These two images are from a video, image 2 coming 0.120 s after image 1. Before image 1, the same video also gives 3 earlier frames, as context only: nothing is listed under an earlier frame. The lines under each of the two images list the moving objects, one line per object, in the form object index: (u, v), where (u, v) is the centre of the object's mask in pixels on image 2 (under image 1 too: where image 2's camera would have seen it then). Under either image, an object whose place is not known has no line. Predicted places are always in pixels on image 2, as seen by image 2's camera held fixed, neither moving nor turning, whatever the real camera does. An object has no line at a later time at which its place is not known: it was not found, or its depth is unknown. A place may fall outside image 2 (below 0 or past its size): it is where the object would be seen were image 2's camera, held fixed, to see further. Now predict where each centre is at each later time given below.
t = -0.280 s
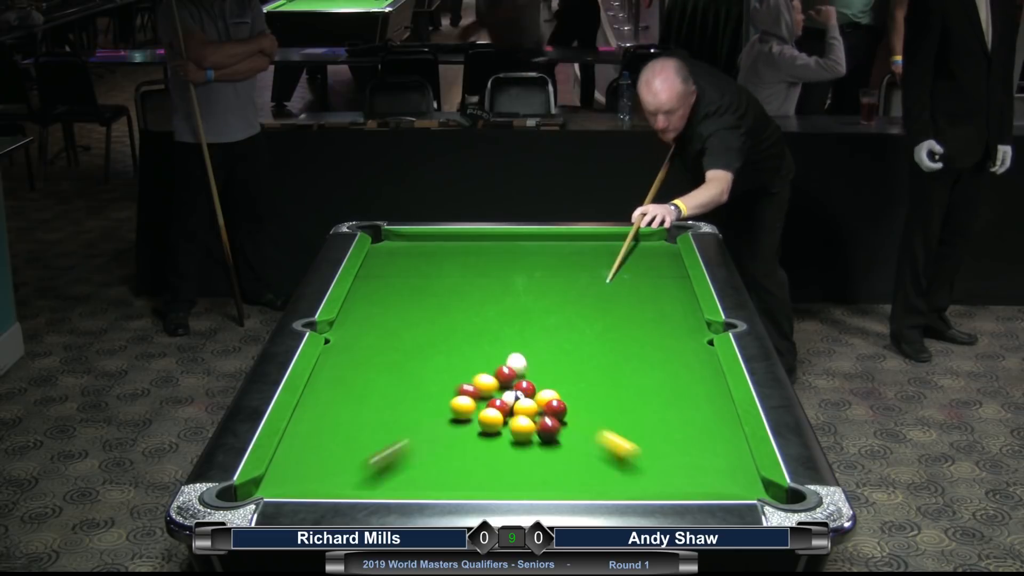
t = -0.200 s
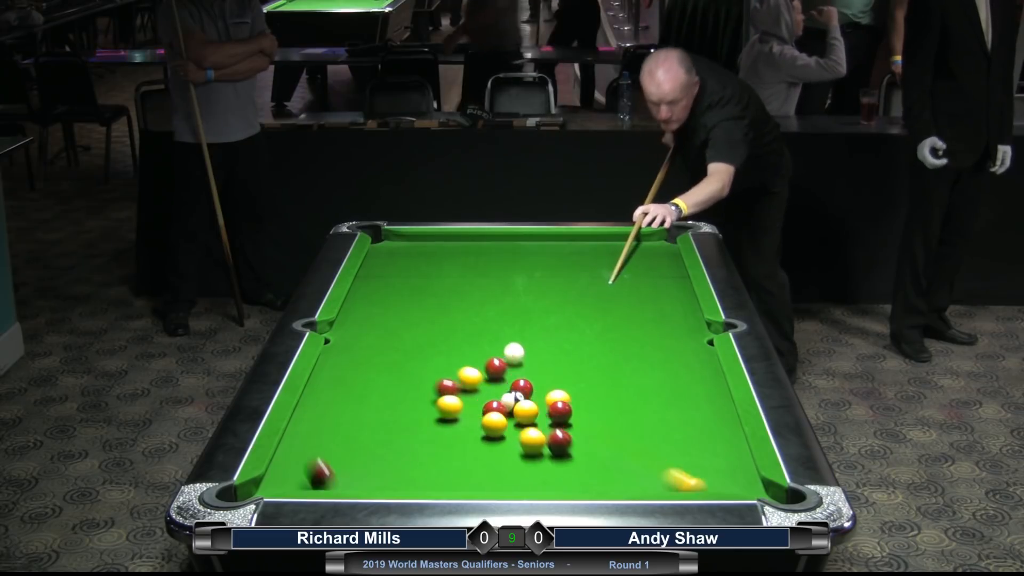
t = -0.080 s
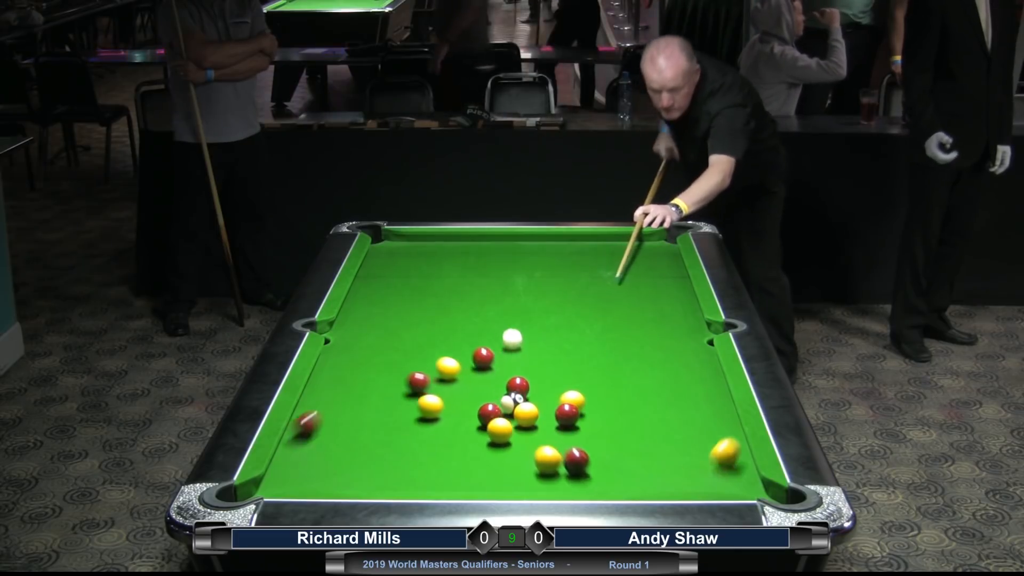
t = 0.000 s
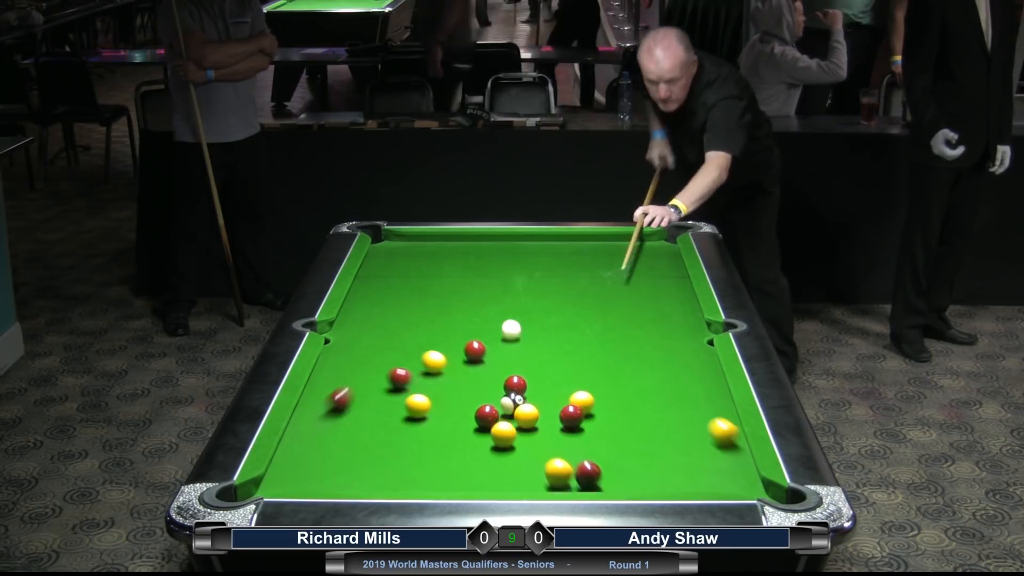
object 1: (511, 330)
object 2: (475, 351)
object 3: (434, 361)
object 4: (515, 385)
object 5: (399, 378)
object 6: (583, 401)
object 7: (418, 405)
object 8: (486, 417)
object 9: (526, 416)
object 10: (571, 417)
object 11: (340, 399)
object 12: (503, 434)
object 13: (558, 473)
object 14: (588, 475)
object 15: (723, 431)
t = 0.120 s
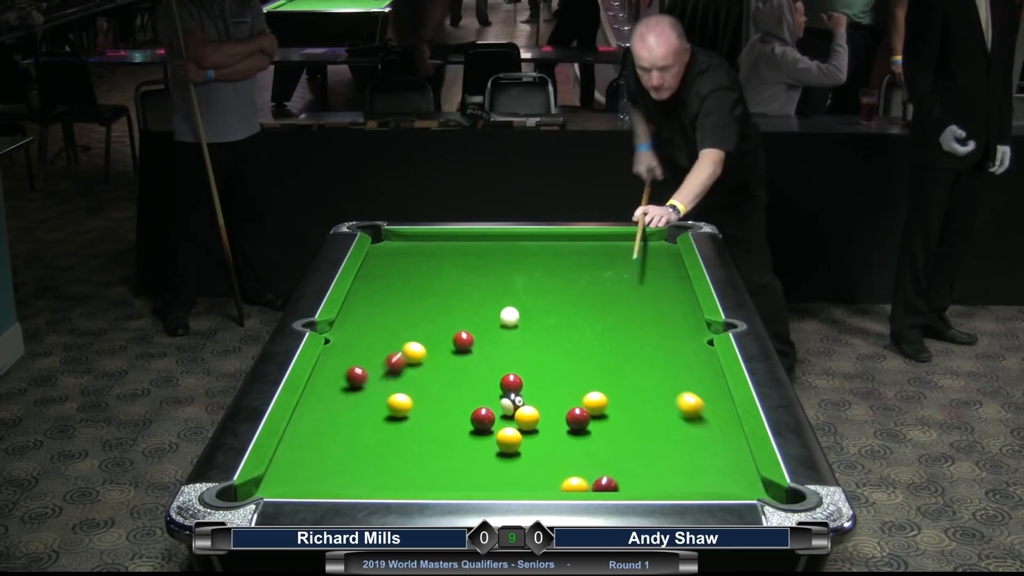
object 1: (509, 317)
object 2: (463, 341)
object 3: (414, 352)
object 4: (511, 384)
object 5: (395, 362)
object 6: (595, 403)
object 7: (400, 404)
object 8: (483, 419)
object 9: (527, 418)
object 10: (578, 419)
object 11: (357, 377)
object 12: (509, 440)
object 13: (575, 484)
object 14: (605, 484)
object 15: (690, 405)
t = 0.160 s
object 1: (509, 313)
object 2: (459, 338)
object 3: (412, 345)
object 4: (510, 383)
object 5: (401, 358)
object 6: (600, 404)
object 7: (394, 405)
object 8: (481, 420)
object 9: (527, 418)
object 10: (580, 420)
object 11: (350, 374)
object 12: (511, 442)
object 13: (579, 482)
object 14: (609, 482)
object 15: (680, 397)
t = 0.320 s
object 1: (508, 297)
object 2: (445, 326)
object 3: (407, 319)
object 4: (506, 382)
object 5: (402, 349)
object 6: (616, 404)
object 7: (370, 404)
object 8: (477, 423)
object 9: (528, 421)
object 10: (587, 422)
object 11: (337, 358)
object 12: (517, 449)
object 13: (593, 471)
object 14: (622, 470)
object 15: (643, 366)
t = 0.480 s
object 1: (506, 283)
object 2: (431, 315)
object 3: (401, 297)
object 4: (503, 380)
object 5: (401, 341)
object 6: (632, 405)
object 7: (349, 403)
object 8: (472, 425)
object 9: (529, 422)
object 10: (594, 425)
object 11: (339, 341)
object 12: (524, 457)
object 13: (606, 457)
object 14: (635, 455)
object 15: (612, 340)
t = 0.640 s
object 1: (505, 270)
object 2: (419, 305)
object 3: (396, 277)
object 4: (501, 379)
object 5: (400, 334)
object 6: (647, 405)
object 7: (328, 402)
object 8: (469, 427)
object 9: (529, 424)
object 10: (601, 427)
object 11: (352, 326)
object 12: (530, 463)
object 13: (618, 445)
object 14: (647, 442)
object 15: (584, 316)
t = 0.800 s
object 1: (504, 258)
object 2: (407, 296)
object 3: (392, 260)
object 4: (498, 378)
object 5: (399, 327)
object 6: (661, 405)
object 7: (310, 402)
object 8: (466, 429)
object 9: (530, 424)
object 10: (605, 428)
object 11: (364, 311)
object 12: (535, 469)
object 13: (629, 434)
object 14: (658, 430)
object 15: (559, 295)
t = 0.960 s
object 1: (503, 247)
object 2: (396, 287)
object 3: (387, 244)
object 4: (497, 378)
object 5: (397, 321)
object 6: (675, 403)
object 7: (321, 401)
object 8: (464, 430)
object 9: (530, 425)
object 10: (605, 428)
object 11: (375, 298)
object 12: (540, 475)
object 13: (647, 425)
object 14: (668, 419)
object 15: (536, 276)
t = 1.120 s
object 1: (503, 237)
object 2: (387, 275)
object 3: (373, 234)
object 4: (497, 378)
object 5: (396, 315)
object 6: (690, 400)
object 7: (333, 401)
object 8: (463, 431)
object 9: (530, 425)
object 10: (604, 427)
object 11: (385, 286)
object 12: (545, 479)
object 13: (655, 420)
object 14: (679, 413)
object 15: (516, 259)
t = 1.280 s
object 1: (498, 236)
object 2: (376, 272)
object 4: (497, 378)
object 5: (395, 310)
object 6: (705, 395)
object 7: (343, 400)
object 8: (462, 431)
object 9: (530, 425)
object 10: (604, 427)
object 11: (394, 275)
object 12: (549, 482)
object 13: (659, 416)
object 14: (690, 407)
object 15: (499, 247)
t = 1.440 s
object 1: (497, 243)
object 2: (370, 265)
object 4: (497, 378)
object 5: (393, 306)
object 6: (718, 392)
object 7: (352, 400)
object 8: (462, 431)
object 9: (530, 425)
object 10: (604, 427)
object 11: (403, 265)
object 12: (553, 484)
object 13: (663, 413)
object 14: (701, 403)
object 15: (483, 248)
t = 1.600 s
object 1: (495, 253)
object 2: (378, 260)
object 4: (497, 378)
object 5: (392, 301)
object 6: (713, 384)
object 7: (360, 400)
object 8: (462, 431)
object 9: (530, 425)
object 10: (604, 427)
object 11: (410, 256)
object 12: (556, 485)
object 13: (666, 411)
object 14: (711, 399)
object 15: (468, 247)
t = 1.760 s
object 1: (493, 261)
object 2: (385, 255)
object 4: (497, 378)
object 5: (391, 297)
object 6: (705, 383)
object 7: (366, 399)
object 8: (462, 431)
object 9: (530, 425)
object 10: (604, 427)
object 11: (417, 246)
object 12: (558, 484)
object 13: (668, 409)
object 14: (717, 398)
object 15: (455, 246)
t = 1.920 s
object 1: (491, 270)
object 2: (392, 251)
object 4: (497, 378)
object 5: (390, 294)
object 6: (700, 380)
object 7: (372, 399)
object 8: (462, 431)
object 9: (530, 425)
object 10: (604, 427)
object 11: (424, 238)
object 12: (559, 484)
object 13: (669, 407)
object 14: (719, 397)
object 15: (442, 246)
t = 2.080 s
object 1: (490, 280)
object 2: (398, 246)
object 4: (497, 378)
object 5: (389, 291)
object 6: (695, 377)
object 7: (377, 399)
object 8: (462, 431)
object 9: (530, 425)
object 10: (604, 427)
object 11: (434, 235)
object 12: (559, 483)
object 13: (670, 405)
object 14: (715, 396)
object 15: (431, 245)
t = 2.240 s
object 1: (488, 289)
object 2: (404, 242)
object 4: (497, 378)
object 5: (389, 288)
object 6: (692, 373)
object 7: (380, 399)
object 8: (462, 431)
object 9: (530, 425)
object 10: (604, 427)
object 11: (443, 242)
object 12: (559, 483)
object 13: (671, 404)
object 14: (714, 396)
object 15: (419, 247)
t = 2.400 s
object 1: (487, 298)
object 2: (410, 236)
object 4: (497, 378)
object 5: (388, 286)
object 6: (688, 371)
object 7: (382, 399)
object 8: (462, 431)
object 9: (530, 425)
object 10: (604, 428)
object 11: (453, 243)
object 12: (559, 483)
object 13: (671, 404)
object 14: (713, 396)
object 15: (408, 248)
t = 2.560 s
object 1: (485, 308)
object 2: (413, 238)
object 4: (497, 378)
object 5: (387, 284)
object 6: (685, 368)
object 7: (384, 399)
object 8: (462, 431)
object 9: (530, 425)
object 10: (604, 428)
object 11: (463, 244)
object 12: (559, 483)
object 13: (671, 404)
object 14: (712, 395)
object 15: (397, 250)
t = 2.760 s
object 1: (483, 319)
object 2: (416, 239)
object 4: (497, 378)
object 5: (386, 282)
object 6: (682, 366)
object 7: (383, 399)
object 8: (462, 431)
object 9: (530, 425)
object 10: (604, 428)
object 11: (473, 245)
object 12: (559, 483)
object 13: (671, 404)
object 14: (712, 396)
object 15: (385, 252)
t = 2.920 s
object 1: (482, 329)
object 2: (417, 241)
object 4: (497, 378)
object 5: (385, 280)
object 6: (680, 365)
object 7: (383, 399)
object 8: (462, 431)
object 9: (530, 425)
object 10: (604, 428)
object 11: (480, 246)
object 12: (559, 483)
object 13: (671, 404)
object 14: (712, 396)
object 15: (377, 254)
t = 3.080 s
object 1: (480, 338)
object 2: (418, 242)
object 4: (497, 378)
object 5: (385, 279)
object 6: (679, 364)
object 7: (383, 399)
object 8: (462, 431)
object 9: (530, 425)
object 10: (604, 428)
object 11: (487, 247)
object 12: (559, 483)
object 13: (671, 404)
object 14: (712, 396)
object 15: (377, 255)
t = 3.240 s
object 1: (479, 348)
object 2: (419, 243)
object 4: (497, 378)
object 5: (385, 278)
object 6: (678, 363)
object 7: (383, 399)
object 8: (462, 431)
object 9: (530, 425)
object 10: (604, 428)
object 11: (493, 248)
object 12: (559, 483)
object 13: (671, 404)
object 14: (712, 396)
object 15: (380, 256)
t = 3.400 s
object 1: (477, 357)
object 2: (419, 244)
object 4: (497, 378)
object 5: (385, 277)
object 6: (678, 363)
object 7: (383, 399)
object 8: (462, 431)
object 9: (530, 425)
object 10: (604, 428)
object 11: (498, 248)
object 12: (559, 483)
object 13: (672, 404)
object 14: (712, 396)
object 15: (384, 258)
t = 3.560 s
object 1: (475, 366)
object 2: (420, 245)
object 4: (497, 378)
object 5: (385, 277)
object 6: (678, 363)
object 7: (383, 399)
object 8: (462, 431)
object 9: (530, 425)
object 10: (604, 428)
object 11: (502, 249)
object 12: (559, 483)
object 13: (672, 404)
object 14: (712, 396)
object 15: (387, 258)
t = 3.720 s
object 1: (473, 375)
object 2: (420, 246)
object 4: (497, 378)
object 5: (385, 277)
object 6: (678, 363)
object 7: (383, 399)
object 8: (462, 431)
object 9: (530, 425)
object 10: (604, 428)
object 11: (506, 249)
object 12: (559, 483)
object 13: (671, 404)
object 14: (712, 396)
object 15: (389, 259)
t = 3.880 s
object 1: (471, 385)
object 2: (420, 246)
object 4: (497, 378)
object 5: (385, 277)
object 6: (678, 363)
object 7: (383, 399)
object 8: (462, 431)
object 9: (530, 425)
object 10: (604, 428)
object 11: (509, 250)
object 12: (559, 483)
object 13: (672, 404)
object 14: (712, 396)
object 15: (391, 260)
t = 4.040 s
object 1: (469, 393)
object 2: (420, 245)
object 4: (497, 378)
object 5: (385, 277)
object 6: (678, 363)
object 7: (383, 399)
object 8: (462, 431)
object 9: (530, 425)
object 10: (604, 428)
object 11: (511, 250)
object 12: (559, 483)
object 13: (672, 404)
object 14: (712, 396)
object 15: (393, 260)
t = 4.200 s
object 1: (467, 402)
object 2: (421, 245)
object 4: (497, 378)
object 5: (385, 277)
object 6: (678, 363)
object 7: (383, 399)
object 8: (462, 431)
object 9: (530, 425)
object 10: (604, 428)
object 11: (513, 250)
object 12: (559, 483)
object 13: (671, 404)
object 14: (712, 396)
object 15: (395, 260)
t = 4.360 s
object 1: (465, 409)
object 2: (420, 245)
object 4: (497, 378)
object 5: (385, 277)
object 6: (678, 363)
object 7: (383, 399)
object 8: (462, 431)
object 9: (530, 425)
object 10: (604, 428)
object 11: (513, 250)
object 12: (559, 483)
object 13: (671, 404)
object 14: (712, 395)
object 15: (395, 260)
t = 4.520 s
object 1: (464, 414)
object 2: (420, 246)
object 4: (497, 378)
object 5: (385, 277)
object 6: (678, 363)
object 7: (383, 399)
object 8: (462, 432)
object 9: (530, 425)
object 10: (604, 428)
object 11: (513, 250)
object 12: (559, 483)
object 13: (671, 404)
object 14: (712, 395)
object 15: (395, 260)
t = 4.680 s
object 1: (462, 418)
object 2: (421, 245)
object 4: (497, 378)
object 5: (385, 277)
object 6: (678, 363)
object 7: (383, 399)
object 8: (462, 435)
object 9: (530, 425)
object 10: (604, 428)
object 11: (513, 250)
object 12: (559, 483)
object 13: (671, 404)
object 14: (712, 395)
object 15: (395, 260)
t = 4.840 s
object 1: (460, 419)
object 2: (421, 245)
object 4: (497, 378)
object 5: (385, 277)
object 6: (678, 363)
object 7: (383, 399)
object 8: (461, 439)
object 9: (530, 425)
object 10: (604, 428)
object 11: (513, 250)
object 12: (559, 483)
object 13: (671, 404)
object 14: (712, 395)
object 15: (395, 260)
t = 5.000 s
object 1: (460, 421)
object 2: (421, 245)
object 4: (497, 378)
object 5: (385, 277)
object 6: (678, 363)
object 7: (383, 399)
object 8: (461, 442)
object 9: (530, 425)
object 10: (604, 427)
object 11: (513, 250)
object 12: (559, 483)
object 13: (671, 404)
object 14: (712, 395)
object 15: (395, 260)
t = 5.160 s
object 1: (460, 422)
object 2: (421, 245)
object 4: (497, 378)
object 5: (385, 277)
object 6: (678, 363)
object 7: (383, 399)
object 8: (461, 445)
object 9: (530, 425)
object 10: (604, 427)
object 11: (513, 250)
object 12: (559, 483)
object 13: (671, 404)
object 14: (712, 395)
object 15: (395, 260)
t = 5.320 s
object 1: (460, 423)
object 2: (421, 245)
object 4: (497, 378)
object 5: (385, 277)
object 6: (678, 363)
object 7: (383, 399)
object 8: (461, 447)
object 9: (530, 425)
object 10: (604, 427)
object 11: (513, 250)
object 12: (559, 483)
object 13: (671, 404)
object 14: (712, 395)
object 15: (395, 260)
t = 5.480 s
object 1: (460, 423)
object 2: (421, 245)
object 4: (497, 378)
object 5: (385, 277)
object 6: (678, 363)
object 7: (383, 399)
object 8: (462, 449)
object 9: (530, 425)
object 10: (604, 427)
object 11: (513, 251)
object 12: (559, 483)
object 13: (671, 404)
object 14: (712, 395)
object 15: (395, 260)
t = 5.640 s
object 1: (460, 423)
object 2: (421, 245)
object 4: (497, 378)
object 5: (385, 277)
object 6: (678, 363)
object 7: (383, 399)
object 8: (462, 451)
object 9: (530, 425)
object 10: (604, 427)
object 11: (513, 251)
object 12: (559, 483)
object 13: (671, 404)
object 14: (712, 395)
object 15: (395, 260)
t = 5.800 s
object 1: (460, 423)
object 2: (421, 245)
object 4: (497, 378)
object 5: (385, 277)
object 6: (678, 363)
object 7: (383, 399)
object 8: (463, 451)
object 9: (530, 425)
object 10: (604, 428)
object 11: (513, 251)
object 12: (559, 483)
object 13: (671, 404)
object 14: (712, 395)
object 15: (395, 260)
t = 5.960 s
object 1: (460, 423)
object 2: (421, 245)
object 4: (497, 378)
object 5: (385, 277)
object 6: (678, 363)
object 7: (383, 399)
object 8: (463, 451)
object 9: (530, 425)
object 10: (604, 428)
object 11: (513, 251)
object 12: (559, 483)
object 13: (671, 404)
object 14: (712, 395)
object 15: (395, 260)
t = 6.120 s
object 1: (460, 423)
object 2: (421, 245)
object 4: (497, 378)
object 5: (385, 277)
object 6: (678, 363)
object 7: (383, 399)
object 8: (463, 451)
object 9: (530, 425)
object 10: (604, 428)
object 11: (513, 251)
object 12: (559, 483)
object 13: (671, 404)
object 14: (712, 395)
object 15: (395, 260)
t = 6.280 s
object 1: (460, 423)
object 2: (421, 246)
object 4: (497, 378)
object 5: (385, 277)
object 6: (678, 363)
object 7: (383, 399)
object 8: (463, 451)
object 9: (530, 425)
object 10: (604, 428)
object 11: (513, 251)
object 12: (559, 483)
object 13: (671, 404)
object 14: (712, 395)
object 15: (395, 260)
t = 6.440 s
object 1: (460, 423)
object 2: (421, 246)
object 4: (497, 378)
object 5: (385, 277)
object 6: (678, 363)
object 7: (383, 399)
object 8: (463, 451)
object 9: (530, 425)
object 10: (604, 427)
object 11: (513, 251)
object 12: (559, 483)
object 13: (671, 404)
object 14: (712, 395)
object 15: (395, 260)
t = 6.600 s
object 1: (460, 423)
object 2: (421, 245)
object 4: (497, 378)
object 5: (385, 277)
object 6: (678, 363)
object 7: (383, 399)
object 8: (463, 451)
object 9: (530, 425)
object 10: (604, 428)
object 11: (513, 251)
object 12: (559, 483)
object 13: (671, 404)
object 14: (712, 395)
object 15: (395, 260)
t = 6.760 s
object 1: (460, 423)
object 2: (421, 246)
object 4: (497, 378)
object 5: (385, 277)
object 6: (678, 363)
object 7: (383, 399)
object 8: (463, 451)
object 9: (530, 425)
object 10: (604, 428)
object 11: (513, 251)
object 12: (559, 483)
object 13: (671, 404)
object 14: (712, 395)
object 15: (395, 260)
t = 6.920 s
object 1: (460, 423)
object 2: (421, 245)
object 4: (497, 378)
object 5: (385, 277)
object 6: (678, 363)
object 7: (383, 399)
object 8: (463, 451)
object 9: (530, 425)
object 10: (604, 428)
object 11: (513, 251)
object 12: (559, 483)
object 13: (671, 404)
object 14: (712, 395)
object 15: (395, 260)
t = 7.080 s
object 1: (460, 423)
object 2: (421, 246)
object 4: (497, 378)
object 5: (385, 277)
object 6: (678, 363)
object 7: (383, 399)
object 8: (463, 451)
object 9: (530, 425)
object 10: (604, 428)
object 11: (513, 251)
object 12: (559, 483)
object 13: (671, 404)
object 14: (712, 395)
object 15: (395, 260)
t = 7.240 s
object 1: (460, 423)
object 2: (421, 245)
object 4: (497, 378)
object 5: (385, 277)
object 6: (678, 363)
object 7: (383, 399)
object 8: (463, 451)
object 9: (530, 425)
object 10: (604, 428)
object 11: (513, 251)
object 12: (559, 483)
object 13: (671, 404)
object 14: (712, 395)
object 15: (395, 260)
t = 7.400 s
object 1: (460, 423)
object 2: (421, 245)
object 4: (497, 378)
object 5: (385, 277)
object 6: (678, 363)
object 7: (383, 399)
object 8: (463, 451)
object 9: (530, 425)
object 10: (604, 428)
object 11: (513, 251)
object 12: (559, 483)
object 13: (671, 404)
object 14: (712, 395)
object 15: (395, 260)
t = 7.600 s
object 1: (460, 423)
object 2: (421, 245)
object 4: (497, 378)
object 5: (385, 277)
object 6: (678, 363)
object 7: (383, 399)
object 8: (463, 451)
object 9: (530, 425)
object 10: (604, 428)
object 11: (513, 251)
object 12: (559, 483)
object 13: (671, 404)
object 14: (712, 395)
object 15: (395, 260)
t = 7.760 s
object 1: (460, 423)
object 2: (421, 246)
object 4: (497, 378)
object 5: (385, 277)
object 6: (678, 363)
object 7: (383, 399)
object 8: (463, 451)
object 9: (530, 425)
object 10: (604, 428)
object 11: (513, 251)
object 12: (559, 483)
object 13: (671, 404)
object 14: (712, 395)
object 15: (395, 260)
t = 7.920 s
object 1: (460, 423)
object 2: (421, 246)
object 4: (497, 378)
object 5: (385, 277)
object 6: (678, 363)
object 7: (383, 399)
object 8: (463, 451)
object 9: (530, 425)
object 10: (604, 428)
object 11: (513, 251)
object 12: (559, 483)
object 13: (671, 404)
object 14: (712, 395)
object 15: (395, 260)
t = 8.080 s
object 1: (460, 423)
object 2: (421, 246)
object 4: (497, 378)
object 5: (385, 277)
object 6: (678, 363)
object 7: (383, 399)
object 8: (463, 451)
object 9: (530, 425)
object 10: (604, 428)
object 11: (513, 251)
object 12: (559, 483)
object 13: (671, 404)
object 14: (712, 395)
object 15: (395, 260)
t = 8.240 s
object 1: (460, 423)
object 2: (421, 245)
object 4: (497, 378)
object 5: (385, 277)
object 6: (678, 363)
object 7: (383, 399)
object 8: (463, 451)
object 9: (530, 425)
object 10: (604, 427)
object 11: (513, 251)
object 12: (559, 483)
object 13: (671, 404)
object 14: (712, 395)
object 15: (395, 260)
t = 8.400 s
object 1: (460, 423)
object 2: (421, 246)
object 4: (497, 378)
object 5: (385, 277)
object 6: (678, 363)
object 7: (383, 399)
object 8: (463, 451)
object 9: (530, 425)
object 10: (604, 427)
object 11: (513, 251)
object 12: (559, 483)
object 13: (671, 404)
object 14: (712, 395)
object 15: (395, 260)
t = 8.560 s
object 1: (460, 423)
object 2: (421, 245)
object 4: (497, 378)
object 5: (385, 277)
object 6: (678, 363)
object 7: (383, 399)
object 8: (463, 451)
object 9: (530, 425)
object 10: (604, 427)
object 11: (513, 251)
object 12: (559, 483)
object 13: (671, 404)
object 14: (712, 395)
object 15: (395, 260)
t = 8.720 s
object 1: (460, 423)
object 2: (421, 246)
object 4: (497, 378)
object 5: (385, 277)
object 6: (678, 363)
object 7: (383, 399)
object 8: (463, 451)
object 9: (530, 425)
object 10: (604, 428)
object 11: (513, 251)
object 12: (559, 483)
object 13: (671, 404)
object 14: (712, 395)
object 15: (395, 260)
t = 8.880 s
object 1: (460, 423)
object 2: (421, 245)
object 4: (497, 378)
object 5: (385, 277)
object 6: (678, 363)
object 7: (383, 399)
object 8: (463, 451)
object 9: (530, 425)
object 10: (604, 427)
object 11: (513, 251)
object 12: (559, 483)
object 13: (671, 404)
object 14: (712, 395)
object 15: (395, 260)
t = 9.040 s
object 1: (460, 423)
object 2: (421, 246)
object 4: (497, 378)
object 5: (385, 277)
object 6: (678, 363)
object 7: (383, 399)
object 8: (463, 451)
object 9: (530, 425)
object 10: (604, 427)
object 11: (513, 251)
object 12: (559, 483)
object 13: (671, 404)
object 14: (712, 395)
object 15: (395, 260)
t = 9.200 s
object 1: (460, 423)
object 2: (421, 245)
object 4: (497, 378)
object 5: (385, 277)
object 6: (678, 363)
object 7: (383, 399)
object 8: (463, 451)
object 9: (530, 425)
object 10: (604, 428)
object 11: (513, 251)
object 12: (559, 483)
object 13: (671, 404)
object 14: (712, 395)
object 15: (395, 260)
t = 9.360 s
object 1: (460, 423)
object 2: (421, 246)
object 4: (497, 378)
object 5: (385, 277)
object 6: (678, 363)
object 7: (383, 399)
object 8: (463, 451)
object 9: (530, 425)
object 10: (604, 427)
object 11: (513, 251)
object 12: (559, 483)
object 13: (671, 404)
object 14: (712, 395)
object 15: (395, 260)
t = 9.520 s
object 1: (460, 423)
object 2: (420, 246)
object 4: (497, 378)
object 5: (385, 277)
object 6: (678, 363)
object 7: (383, 399)
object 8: (463, 451)
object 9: (530, 425)
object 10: (604, 427)
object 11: (513, 251)
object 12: (559, 483)
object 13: (671, 404)
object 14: (712, 395)
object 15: (395, 260)
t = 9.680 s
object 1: (460, 423)
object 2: (421, 245)
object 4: (497, 378)
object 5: (385, 277)
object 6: (678, 363)
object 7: (383, 399)
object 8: (463, 451)
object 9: (530, 425)
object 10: (604, 427)
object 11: (513, 250)
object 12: (559, 483)
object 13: (671, 404)
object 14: (712, 395)
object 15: (395, 260)
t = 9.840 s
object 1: (460, 423)
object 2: (421, 245)
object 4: (497, 378)
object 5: (385, 277)
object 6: (678, 363)
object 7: (383, 399)
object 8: (463, 451)
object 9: (530, 425)
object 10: (604, 427)
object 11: (513, 251)
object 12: (559, 483)
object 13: (671, 404)
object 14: (712, 395)
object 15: (395, 260)
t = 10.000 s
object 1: (460, 423)
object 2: (421, 246)
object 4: (497, 378)
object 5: (385, 277)
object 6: (678, 363)
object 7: (383, 399)
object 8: (463, 451)
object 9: (530, 425)
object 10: (604, 427)
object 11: (513, 250)
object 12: (559, 483)
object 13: (671, 404)
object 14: (712, 395)
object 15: (395, 260)
